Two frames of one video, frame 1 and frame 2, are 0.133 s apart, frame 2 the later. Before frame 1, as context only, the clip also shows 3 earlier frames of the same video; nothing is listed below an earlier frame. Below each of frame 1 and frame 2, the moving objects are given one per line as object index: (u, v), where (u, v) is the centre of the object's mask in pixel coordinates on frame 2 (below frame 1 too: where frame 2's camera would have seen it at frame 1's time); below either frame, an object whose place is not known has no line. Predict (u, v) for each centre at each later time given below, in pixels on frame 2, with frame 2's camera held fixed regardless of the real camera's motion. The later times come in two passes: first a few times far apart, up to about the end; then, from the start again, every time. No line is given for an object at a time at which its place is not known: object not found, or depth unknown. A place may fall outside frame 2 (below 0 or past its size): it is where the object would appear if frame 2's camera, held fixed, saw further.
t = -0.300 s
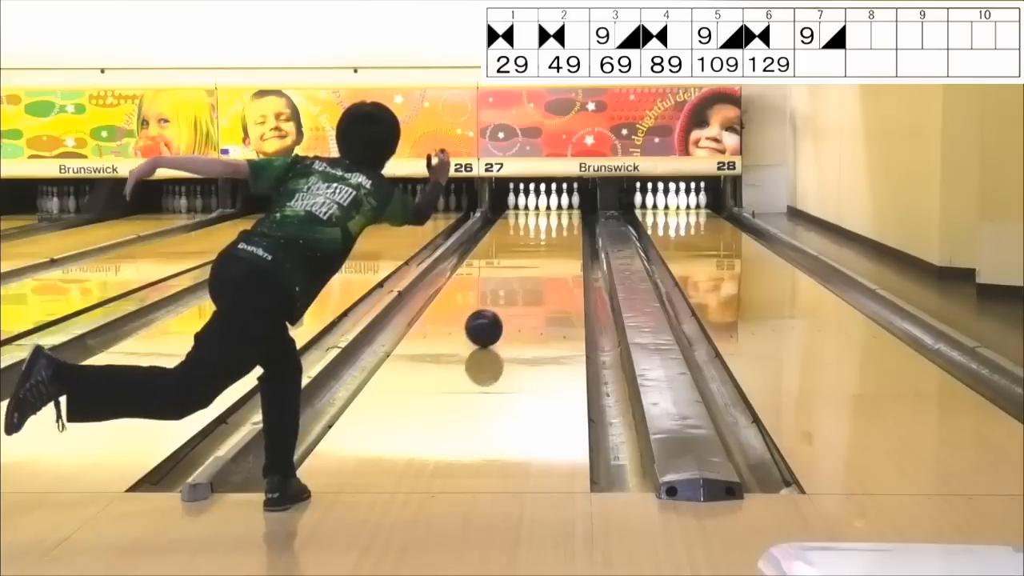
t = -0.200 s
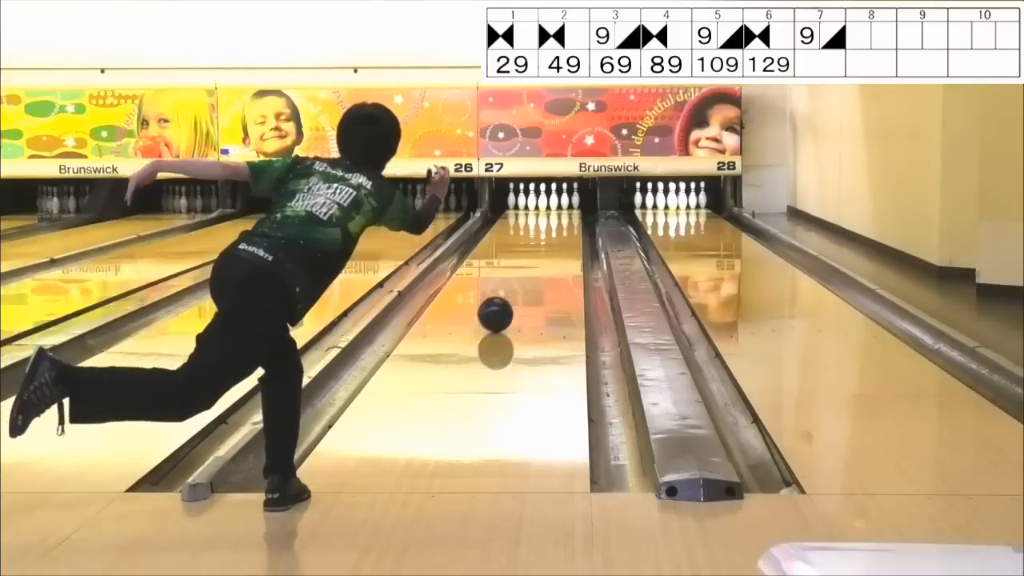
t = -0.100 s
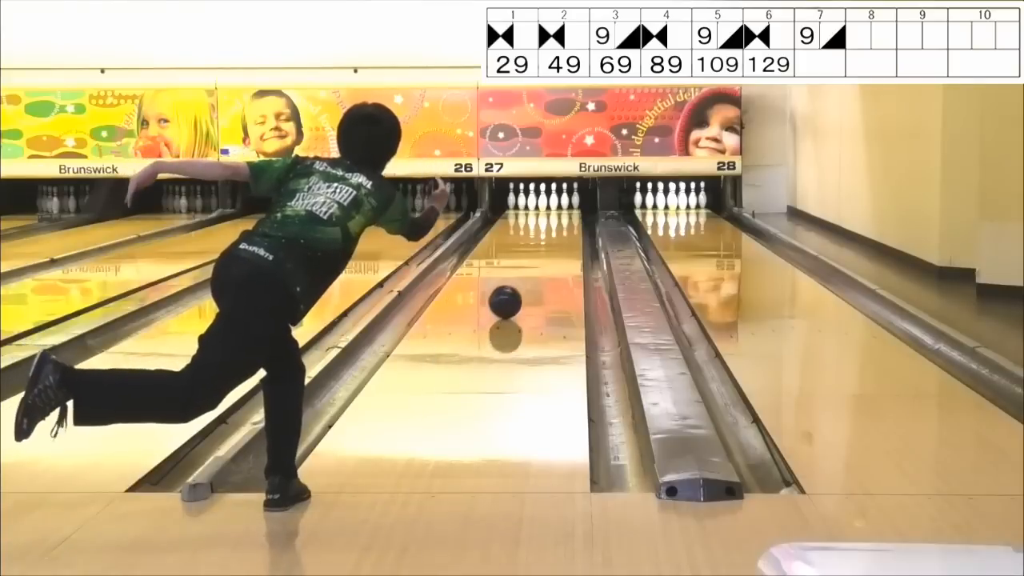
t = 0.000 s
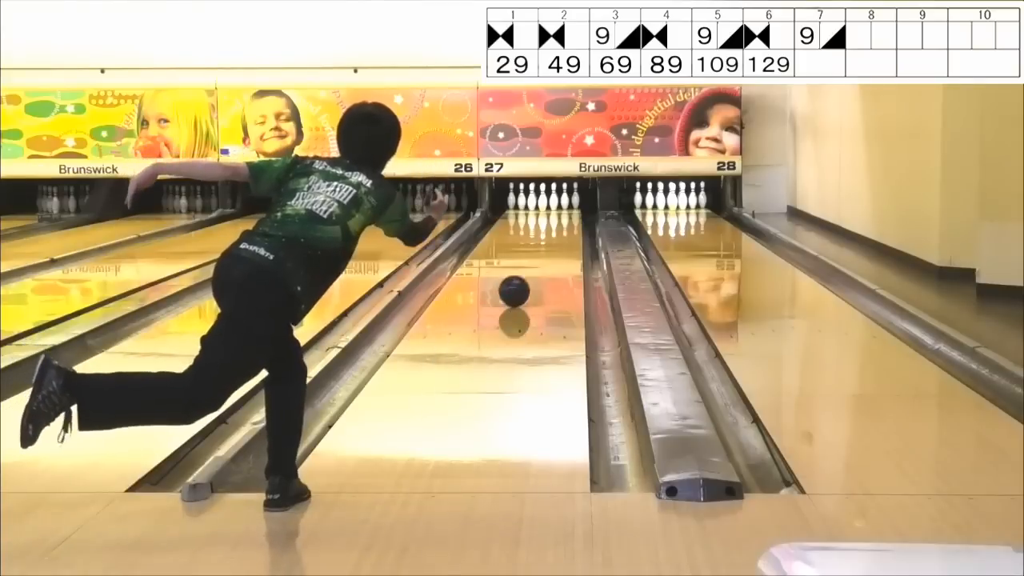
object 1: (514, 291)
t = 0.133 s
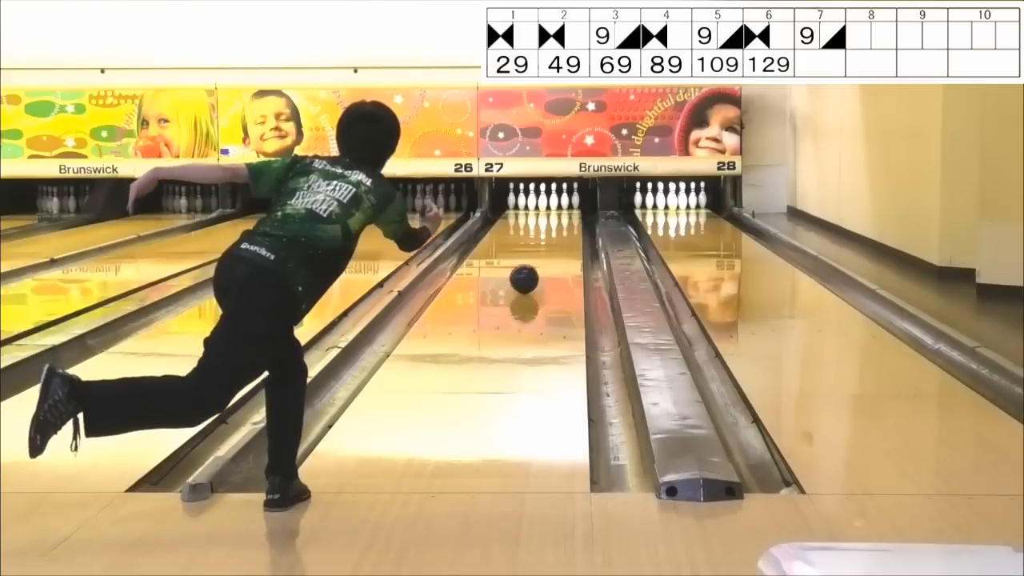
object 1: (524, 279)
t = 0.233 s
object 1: (530, 271)
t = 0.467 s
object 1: (543, 254)
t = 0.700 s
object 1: (552, 242)
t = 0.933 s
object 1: (559, 232)
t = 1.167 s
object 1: (562, 223)
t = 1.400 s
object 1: (560, 217)
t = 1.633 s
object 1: (553, 211)
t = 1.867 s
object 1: (545, 206)
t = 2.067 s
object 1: (541, 203)
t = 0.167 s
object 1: (526, 276)
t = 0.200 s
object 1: (528, 273)
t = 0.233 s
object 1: (530, 271)
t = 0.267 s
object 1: (532, 268)
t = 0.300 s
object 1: (534, 266)
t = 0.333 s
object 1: (536, 263)
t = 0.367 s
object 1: (538, 261)
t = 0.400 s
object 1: (539, 259)
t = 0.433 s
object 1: (541, 256)
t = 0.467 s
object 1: (543, 254)
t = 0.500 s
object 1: (544, 253)
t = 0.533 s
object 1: (546, 251)
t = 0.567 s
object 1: (547, 249)
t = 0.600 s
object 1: (548, 247)
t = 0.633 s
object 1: (550, 245)
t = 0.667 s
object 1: (551, 244)
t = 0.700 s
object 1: (552, 242)
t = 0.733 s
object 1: (553, 241)
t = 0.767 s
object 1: (555, 239)
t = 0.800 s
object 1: (556, 238)
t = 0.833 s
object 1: (557, 236)
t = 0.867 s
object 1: (557, 235)
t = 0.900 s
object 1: (558, 233)
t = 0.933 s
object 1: (559, 232)
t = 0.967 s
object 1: (560, 231)
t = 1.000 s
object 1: (560, 229)
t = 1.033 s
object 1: (561, 228)
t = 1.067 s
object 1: (561, 227)
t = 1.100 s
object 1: (562, 226)
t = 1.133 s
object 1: (562, 224)
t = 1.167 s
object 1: (562, 223)
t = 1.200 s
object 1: (562, 222)
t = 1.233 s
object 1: (562, 221)
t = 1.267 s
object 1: (561, 220)
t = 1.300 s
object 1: (561, 219)
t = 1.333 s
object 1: (561, 219)
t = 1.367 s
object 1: (560, 218)
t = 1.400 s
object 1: (560, 217)
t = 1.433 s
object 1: (559, 216)
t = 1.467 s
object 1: (558, 215)
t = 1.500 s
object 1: (557, 214)
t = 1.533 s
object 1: (557, 213)
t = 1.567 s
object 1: (556, 213)
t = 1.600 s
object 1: (555, 211)
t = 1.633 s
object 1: (553, 211)
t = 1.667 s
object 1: (552, 210)
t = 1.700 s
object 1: (551, 209)
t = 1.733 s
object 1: (550, 209)
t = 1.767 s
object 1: (549, 208)
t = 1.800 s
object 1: (548, 207)
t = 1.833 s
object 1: (546, 207)
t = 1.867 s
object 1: (545, 206)
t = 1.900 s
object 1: (545, 205)
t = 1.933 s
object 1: (544, 204)
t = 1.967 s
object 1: (543, 204)
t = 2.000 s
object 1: (542, 202)
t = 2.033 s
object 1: (542, 203)
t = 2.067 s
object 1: (541, 203)
